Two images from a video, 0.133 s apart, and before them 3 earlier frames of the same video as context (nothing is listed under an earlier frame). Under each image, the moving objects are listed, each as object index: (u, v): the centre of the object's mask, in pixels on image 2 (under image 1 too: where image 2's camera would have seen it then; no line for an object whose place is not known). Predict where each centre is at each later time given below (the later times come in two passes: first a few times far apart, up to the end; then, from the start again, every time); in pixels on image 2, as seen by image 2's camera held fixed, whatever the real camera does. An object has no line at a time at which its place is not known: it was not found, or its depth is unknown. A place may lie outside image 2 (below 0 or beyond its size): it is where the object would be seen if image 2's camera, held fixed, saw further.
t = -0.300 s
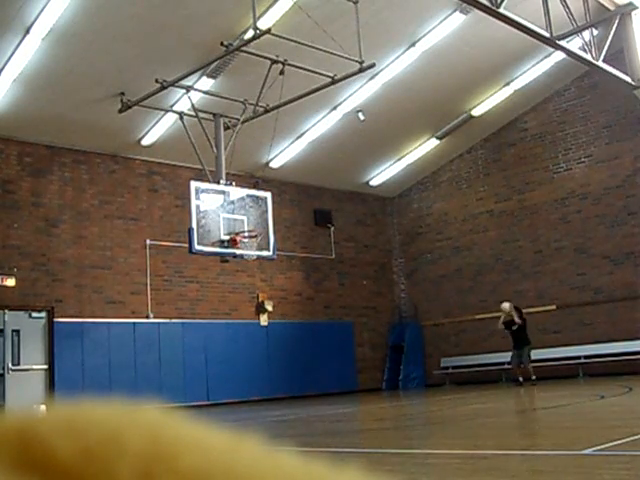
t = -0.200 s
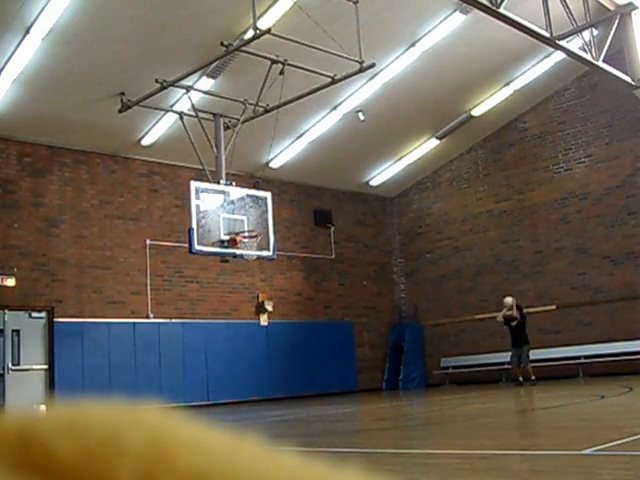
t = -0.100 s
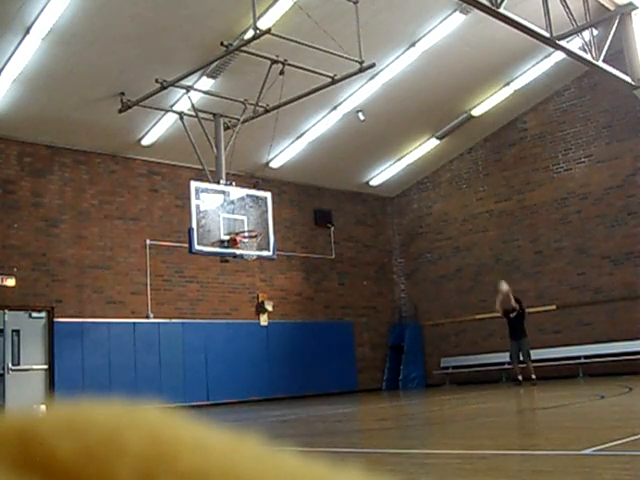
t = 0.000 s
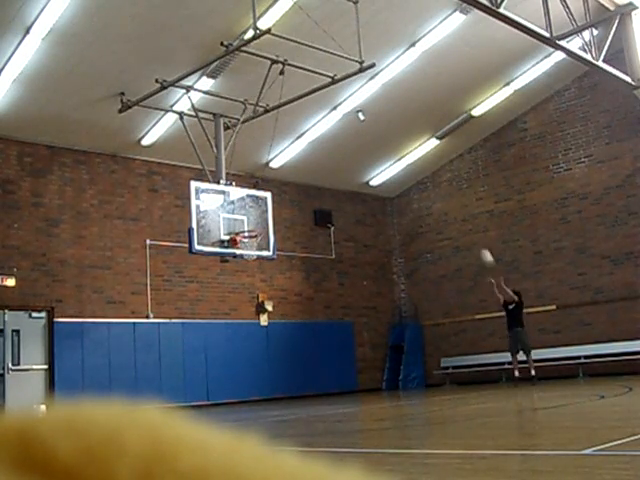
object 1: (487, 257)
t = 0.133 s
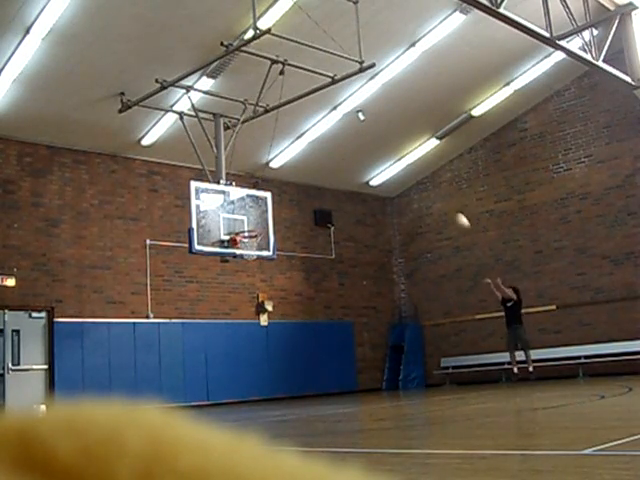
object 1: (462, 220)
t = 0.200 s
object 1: (449, 205)
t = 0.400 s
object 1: (414, 171)
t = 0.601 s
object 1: (378, 154)
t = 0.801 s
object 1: (341, 155)
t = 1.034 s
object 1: (298, 183)
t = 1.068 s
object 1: (292, 189)
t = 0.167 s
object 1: (455, 213)
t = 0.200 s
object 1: (449, 205)
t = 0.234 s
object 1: (443, 198)
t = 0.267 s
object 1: (437, 191)
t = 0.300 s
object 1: (431, 186)
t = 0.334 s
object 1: (425, 180)
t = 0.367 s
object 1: (420, 175)
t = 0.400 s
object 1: (414, 171)
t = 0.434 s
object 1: (409, 168)
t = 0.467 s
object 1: (402, 165)
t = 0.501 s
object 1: (394, 159)
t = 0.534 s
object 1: (389, 158)
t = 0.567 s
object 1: (383, 156)
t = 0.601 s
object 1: (378, 154)
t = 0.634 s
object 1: (372, 153)
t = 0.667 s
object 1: (366, 152)
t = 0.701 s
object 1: (360, 152)
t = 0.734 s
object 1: (353, 153)
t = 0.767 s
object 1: (347, 154)
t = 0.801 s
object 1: (341, 155)
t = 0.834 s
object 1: (336, 157)
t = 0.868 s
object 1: (330, 160)
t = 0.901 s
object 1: (324, 163)
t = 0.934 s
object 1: (318, 167)
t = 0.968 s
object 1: (311, 171)
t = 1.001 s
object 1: (305, 177)
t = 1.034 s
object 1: (298, 183)
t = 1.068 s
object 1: (292, 189)
